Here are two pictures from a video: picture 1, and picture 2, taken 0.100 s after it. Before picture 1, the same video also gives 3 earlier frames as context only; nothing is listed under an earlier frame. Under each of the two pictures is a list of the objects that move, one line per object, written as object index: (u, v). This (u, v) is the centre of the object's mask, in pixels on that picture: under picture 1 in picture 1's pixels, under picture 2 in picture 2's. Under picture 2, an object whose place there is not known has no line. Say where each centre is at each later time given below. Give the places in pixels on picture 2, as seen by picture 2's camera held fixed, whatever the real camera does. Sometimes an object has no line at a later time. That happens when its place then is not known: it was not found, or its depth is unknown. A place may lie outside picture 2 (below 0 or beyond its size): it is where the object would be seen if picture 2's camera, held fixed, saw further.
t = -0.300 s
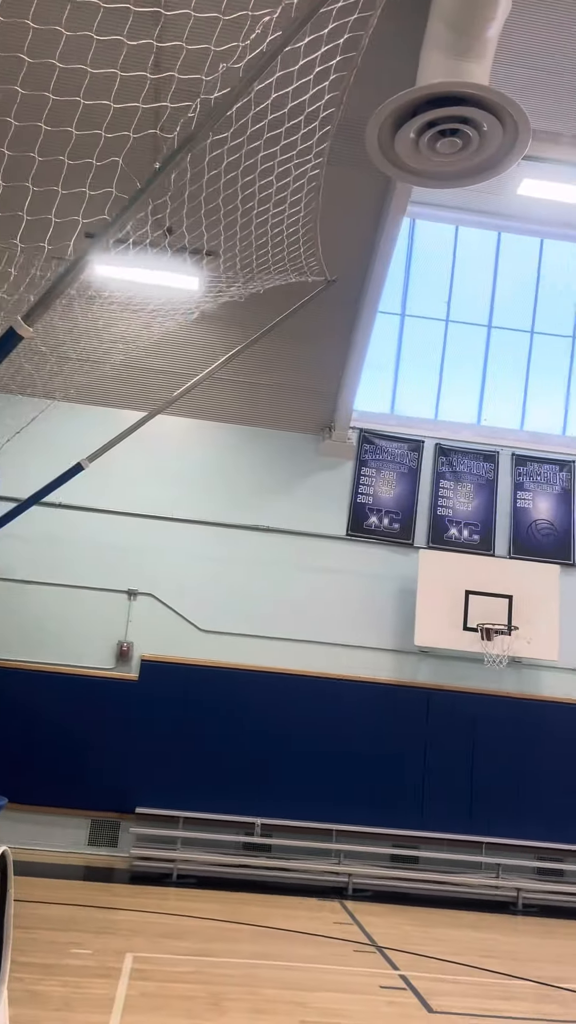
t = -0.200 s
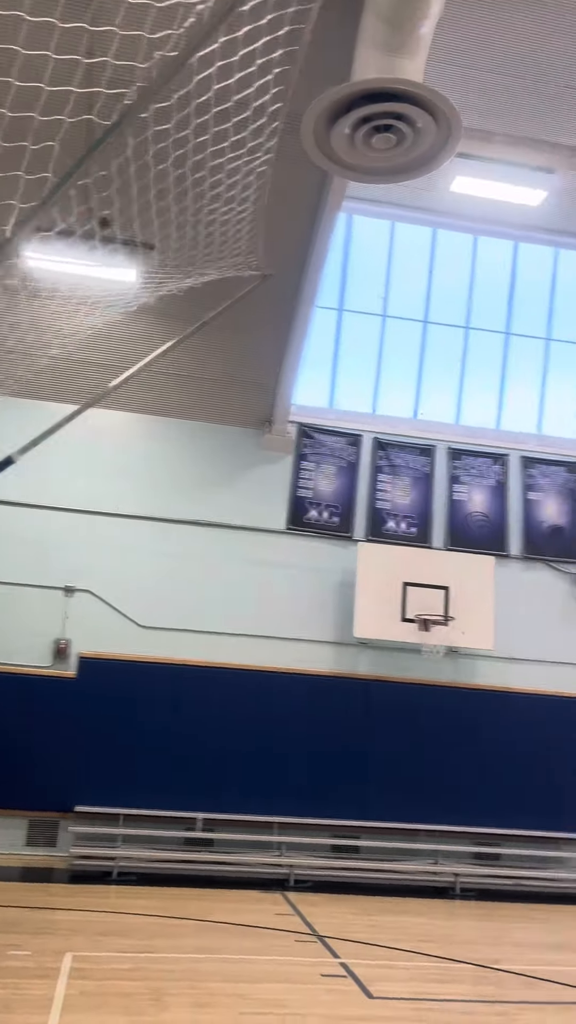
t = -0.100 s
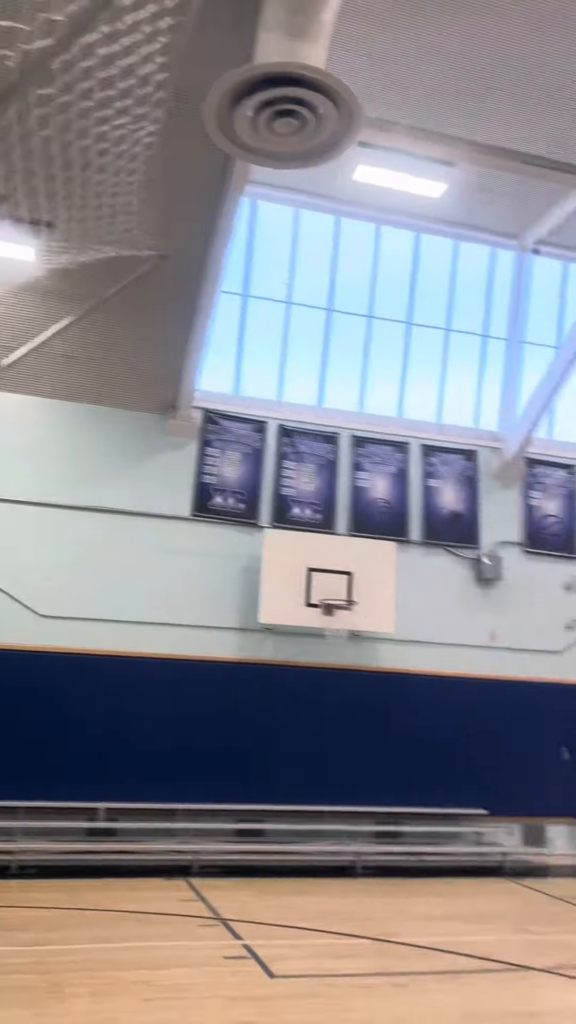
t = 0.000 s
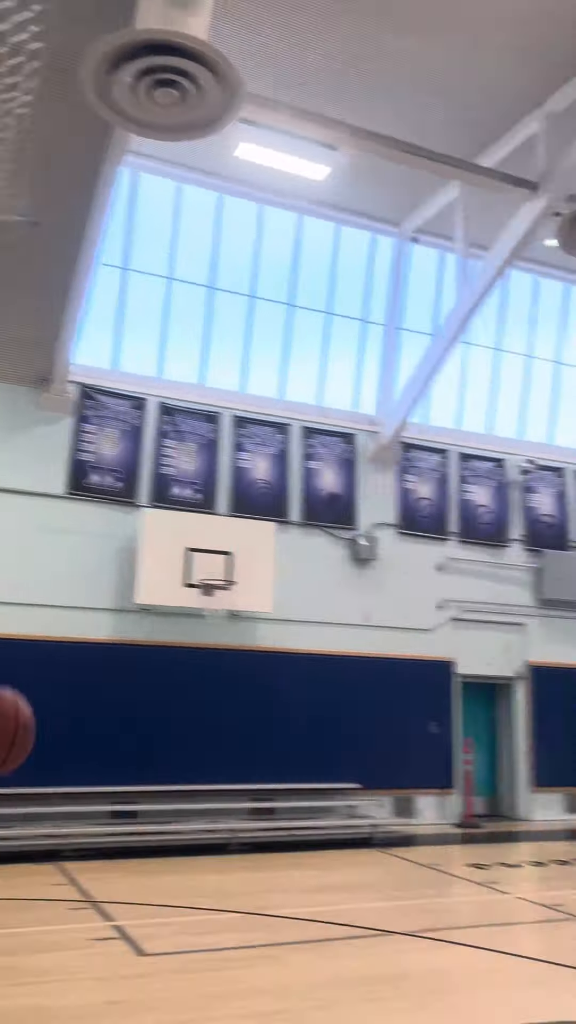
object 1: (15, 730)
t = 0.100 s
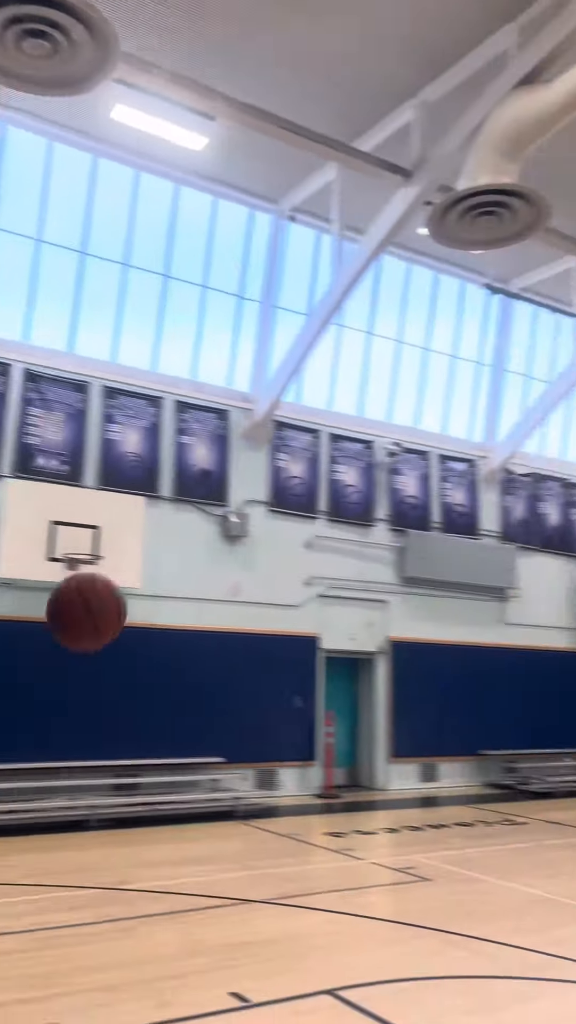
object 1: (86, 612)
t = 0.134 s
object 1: (156, 593)
